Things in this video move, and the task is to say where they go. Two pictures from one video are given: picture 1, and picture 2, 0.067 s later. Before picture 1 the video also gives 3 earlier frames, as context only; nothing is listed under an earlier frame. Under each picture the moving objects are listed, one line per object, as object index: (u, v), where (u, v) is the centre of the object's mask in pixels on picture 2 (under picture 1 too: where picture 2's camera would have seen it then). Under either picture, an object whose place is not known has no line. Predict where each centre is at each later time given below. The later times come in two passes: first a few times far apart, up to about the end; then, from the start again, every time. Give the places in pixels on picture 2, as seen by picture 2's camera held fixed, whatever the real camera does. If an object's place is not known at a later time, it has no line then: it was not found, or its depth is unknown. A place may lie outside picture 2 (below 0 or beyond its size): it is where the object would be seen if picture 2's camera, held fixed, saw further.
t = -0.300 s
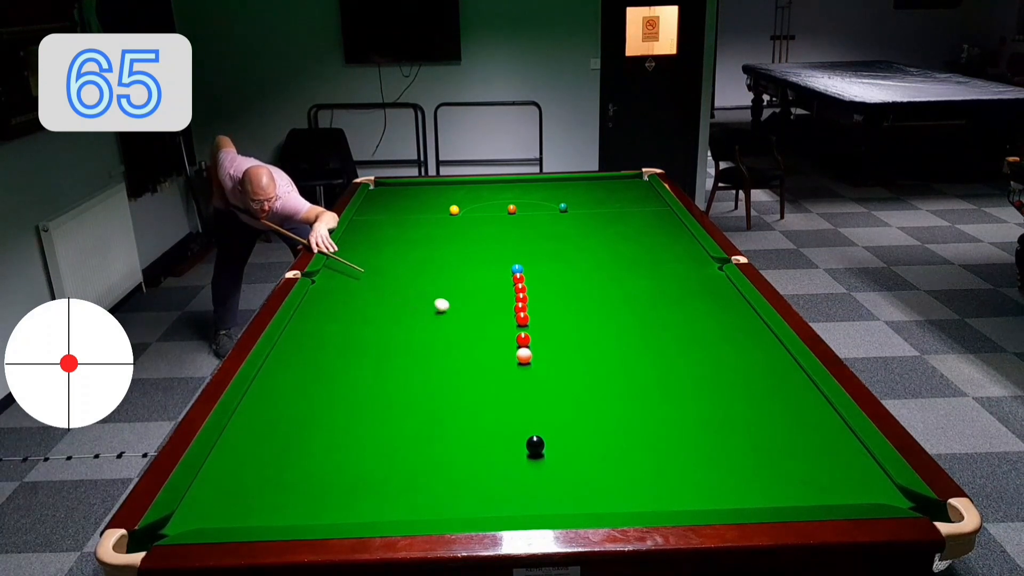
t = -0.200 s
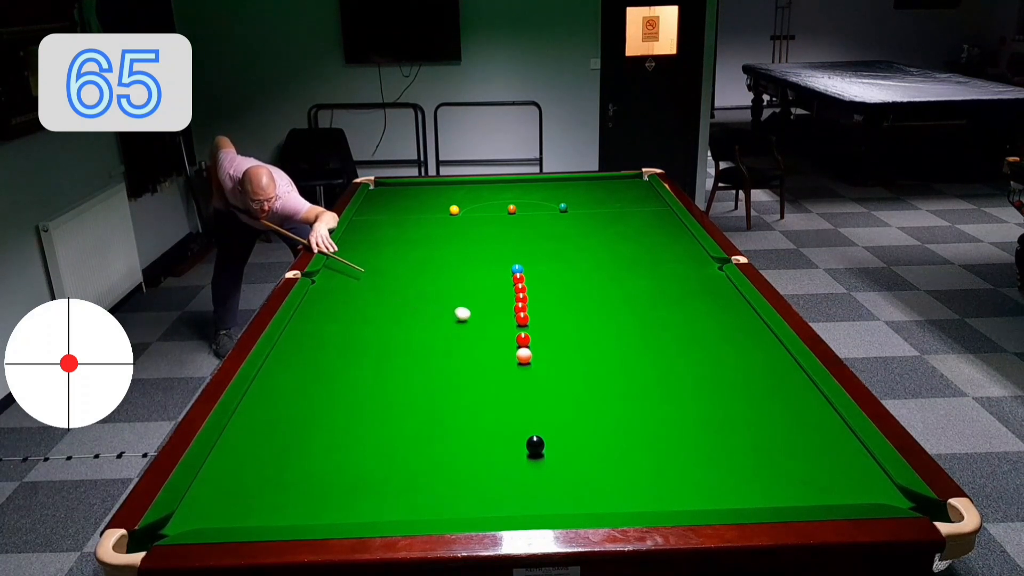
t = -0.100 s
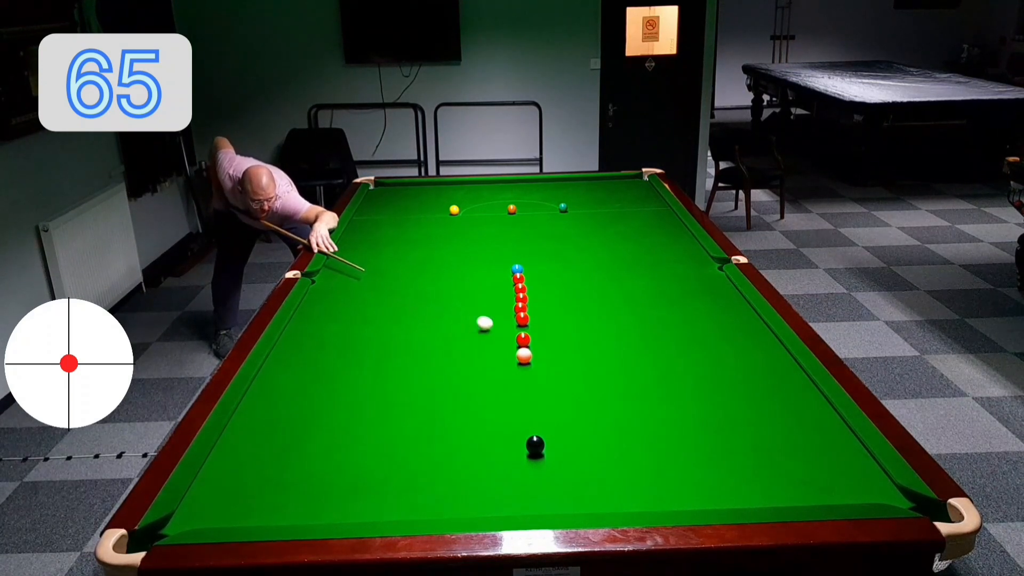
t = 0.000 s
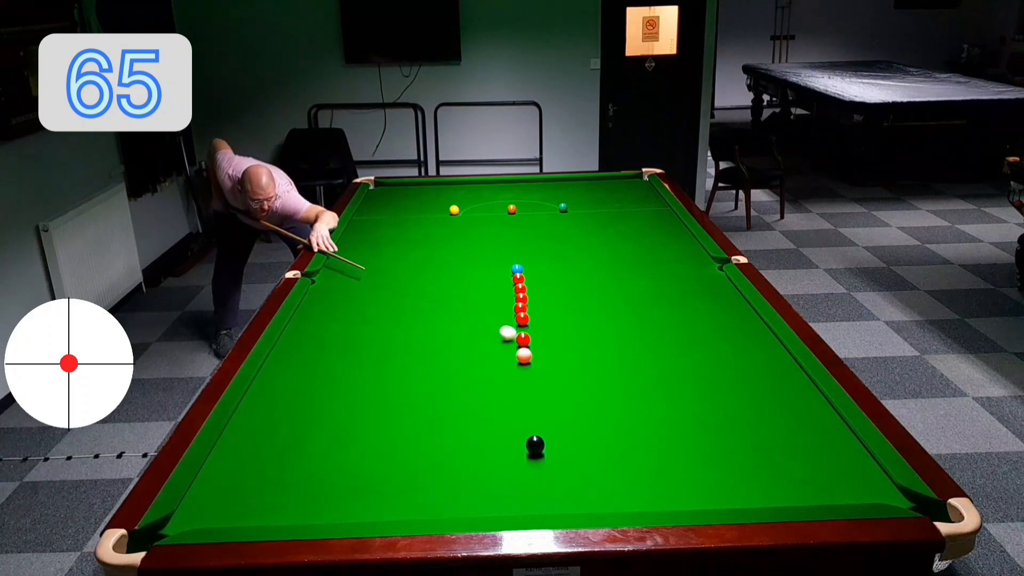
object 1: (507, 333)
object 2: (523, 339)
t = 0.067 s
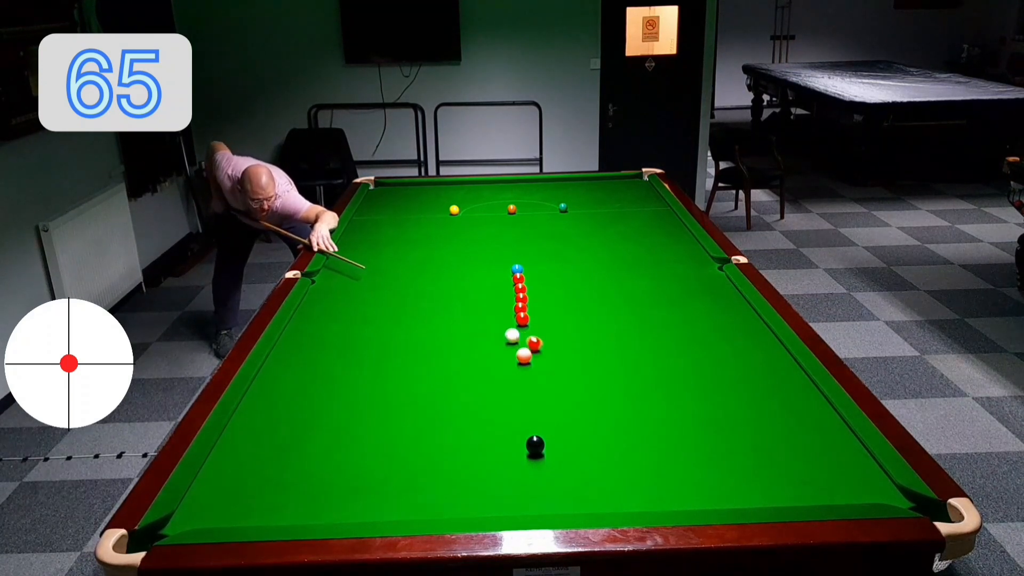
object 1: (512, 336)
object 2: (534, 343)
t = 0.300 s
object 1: (519, 341)
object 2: (581, 362)
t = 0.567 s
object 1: (531, 346)
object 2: (631, 381)
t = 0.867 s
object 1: (542, 355)
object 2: (693, 405)
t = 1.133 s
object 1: (551, 360)
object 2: (753, 428)
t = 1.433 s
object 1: (561, 366)
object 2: (824, 455)
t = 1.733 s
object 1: (570, 372)
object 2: (873, 483)
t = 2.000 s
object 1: (577, 376)
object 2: (856, 496)
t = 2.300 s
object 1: (584, 379)
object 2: (821, 486)
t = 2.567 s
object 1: (589, 383)
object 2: (793, 475)
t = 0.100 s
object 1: (512, 337)
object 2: (542, 347)
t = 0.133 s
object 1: (512, 337)
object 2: (549, 349)
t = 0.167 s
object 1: (514, 338)
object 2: (556, 352)
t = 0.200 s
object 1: (515, 339)
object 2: (563, 355)
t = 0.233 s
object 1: (516, 339)
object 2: (569, 357)
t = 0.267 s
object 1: (517, 340)
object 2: (575, 359)
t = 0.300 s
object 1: (519, 341)
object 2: (581, 362)
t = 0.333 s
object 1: (520, 341)
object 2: (587, 364)
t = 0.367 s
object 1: (522, 341)
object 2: (593, 367)
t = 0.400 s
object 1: (523, 342)
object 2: (599, 369)
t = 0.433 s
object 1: (525, 342)
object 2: (605, 371)
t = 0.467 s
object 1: (527, 343)
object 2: (612, 374)
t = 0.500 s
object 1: (528, 344)
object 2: (618, 376)
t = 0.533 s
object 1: (530, 346)
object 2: (624, 379)
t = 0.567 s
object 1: (531, 346)
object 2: (631, 381)
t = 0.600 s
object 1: (533, 347)
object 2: (638, 384)
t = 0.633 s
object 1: (534, 348)
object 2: (644, 386)
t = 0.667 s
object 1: (535, 349)
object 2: (651, 389)
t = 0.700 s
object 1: (536, 351)
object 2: (658, 391)
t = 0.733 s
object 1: (538, 351)
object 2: (665, 394)
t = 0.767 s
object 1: (539, 352)
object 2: (672, 397)
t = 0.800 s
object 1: (539, 353)
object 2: (678, 399)
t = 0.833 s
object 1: (541, 353)
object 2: (686, 402)
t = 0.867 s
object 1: (542, 355)
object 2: (693, 405)
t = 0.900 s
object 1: (543, 355)
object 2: (700, 408)
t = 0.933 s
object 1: (544, 357)
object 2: (707, 410)
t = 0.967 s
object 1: (545, 357)
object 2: (715, 413)
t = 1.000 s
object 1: (546, 357)
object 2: (722, 416)
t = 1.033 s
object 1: (548, 359)
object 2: (730, 419)
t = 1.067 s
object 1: (549, 360)
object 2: (737, 422)
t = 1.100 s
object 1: (550, 360)
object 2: (745, 425)
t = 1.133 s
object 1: (551, 360)
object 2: (753, 428)
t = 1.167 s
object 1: (552, 362)
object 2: (760, 431)
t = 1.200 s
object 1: (554, 362)
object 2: (768, 434)
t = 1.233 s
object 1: (555, 362)
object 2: (776, 437)
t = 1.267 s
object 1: (556, 364)
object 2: (784, 440)
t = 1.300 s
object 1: (557, 364)
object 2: (792, 443)
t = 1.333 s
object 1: (558, 364)
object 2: (800, 446)
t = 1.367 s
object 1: (559, 366)
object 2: (808, 449)
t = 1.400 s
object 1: (560, 366)
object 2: (816, 452)
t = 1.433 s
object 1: (561, 366)
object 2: (824, 455)
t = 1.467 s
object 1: (562, 367)
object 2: (833, 458)
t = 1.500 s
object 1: (563, 368)
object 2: (841, 462)
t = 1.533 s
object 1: (564, 368)
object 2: (850, 465)
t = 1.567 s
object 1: (565, 370)
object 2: (858, 468)
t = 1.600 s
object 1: (566, 369)
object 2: (867, 471)
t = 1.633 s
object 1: (568, 370)
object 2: (876, 475)
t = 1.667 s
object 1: (569, 370)
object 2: (877, 477)
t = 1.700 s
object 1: (569, 372)
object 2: (874, 480)
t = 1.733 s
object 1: (570, 372)
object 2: (873, 483)
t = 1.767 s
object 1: (571, 373)
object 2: (871, 486)
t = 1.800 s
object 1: (572, 373)
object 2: (870, 489)
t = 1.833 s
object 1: (573, 374)
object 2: (868, 492)
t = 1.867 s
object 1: (574, 374)
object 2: (867, 493)
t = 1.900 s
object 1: (575, 375)
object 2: (866, 495)
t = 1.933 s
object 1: (576, 375)
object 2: (864, 497)
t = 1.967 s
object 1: (576, 375)
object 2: (861, 497)
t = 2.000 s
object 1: (577, 376)
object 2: (856, 496)
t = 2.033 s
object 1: (578, 376)
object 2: (852, 495)
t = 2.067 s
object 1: (579, 377)
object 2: (848, 495)
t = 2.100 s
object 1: (579, 377)
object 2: (844, 494)
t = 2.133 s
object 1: (580, 378)
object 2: (841, 493)
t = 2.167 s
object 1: (581, 378)
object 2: (836, 492)
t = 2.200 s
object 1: (582, 378)
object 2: (832, 490)
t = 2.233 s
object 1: (582, 379)
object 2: (829, 488)
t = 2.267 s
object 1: (583, 379)
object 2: (825, 487)
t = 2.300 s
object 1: (584, 379)
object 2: (821, 486)
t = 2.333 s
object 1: (585, 381)
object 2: (817, 484)
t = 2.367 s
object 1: (585, 381)
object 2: (814, 483)
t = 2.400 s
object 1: (586, 381)
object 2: (810, 481)
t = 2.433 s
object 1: (586, 381)
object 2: (807, 480)
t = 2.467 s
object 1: (587, 381)
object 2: (803, 479)
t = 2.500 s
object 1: (588, 382)
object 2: (800, 478)
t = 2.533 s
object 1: (588, 382)
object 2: (796, 476)
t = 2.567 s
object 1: (589, 383)
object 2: (793, 475)
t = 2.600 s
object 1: (589, 383)
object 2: (790, 474)
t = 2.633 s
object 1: (589, 383)
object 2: (786, 473)
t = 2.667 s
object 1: (590, 383)
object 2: (783, 471)
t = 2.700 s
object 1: (590, 384)
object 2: (780, 470)
